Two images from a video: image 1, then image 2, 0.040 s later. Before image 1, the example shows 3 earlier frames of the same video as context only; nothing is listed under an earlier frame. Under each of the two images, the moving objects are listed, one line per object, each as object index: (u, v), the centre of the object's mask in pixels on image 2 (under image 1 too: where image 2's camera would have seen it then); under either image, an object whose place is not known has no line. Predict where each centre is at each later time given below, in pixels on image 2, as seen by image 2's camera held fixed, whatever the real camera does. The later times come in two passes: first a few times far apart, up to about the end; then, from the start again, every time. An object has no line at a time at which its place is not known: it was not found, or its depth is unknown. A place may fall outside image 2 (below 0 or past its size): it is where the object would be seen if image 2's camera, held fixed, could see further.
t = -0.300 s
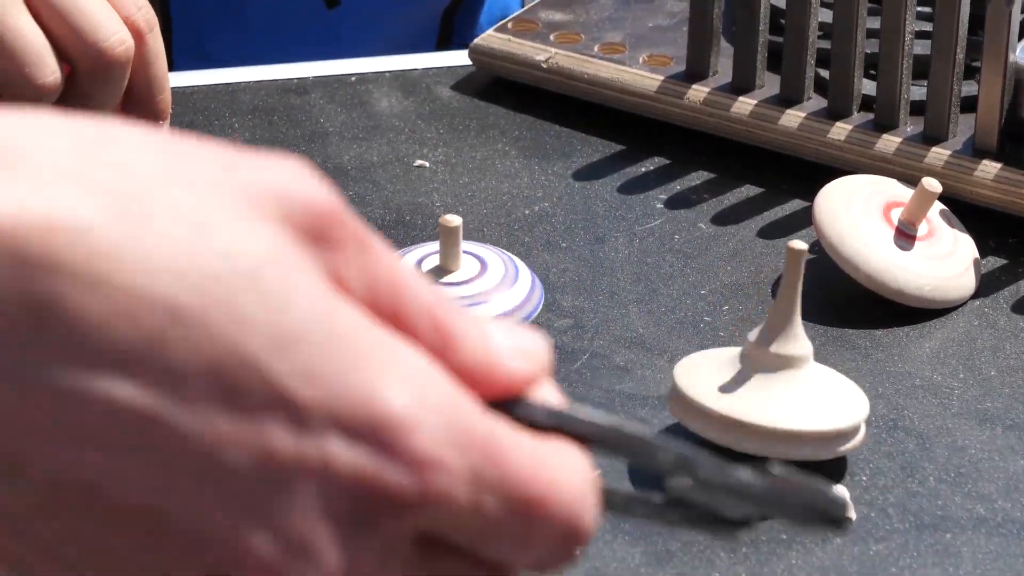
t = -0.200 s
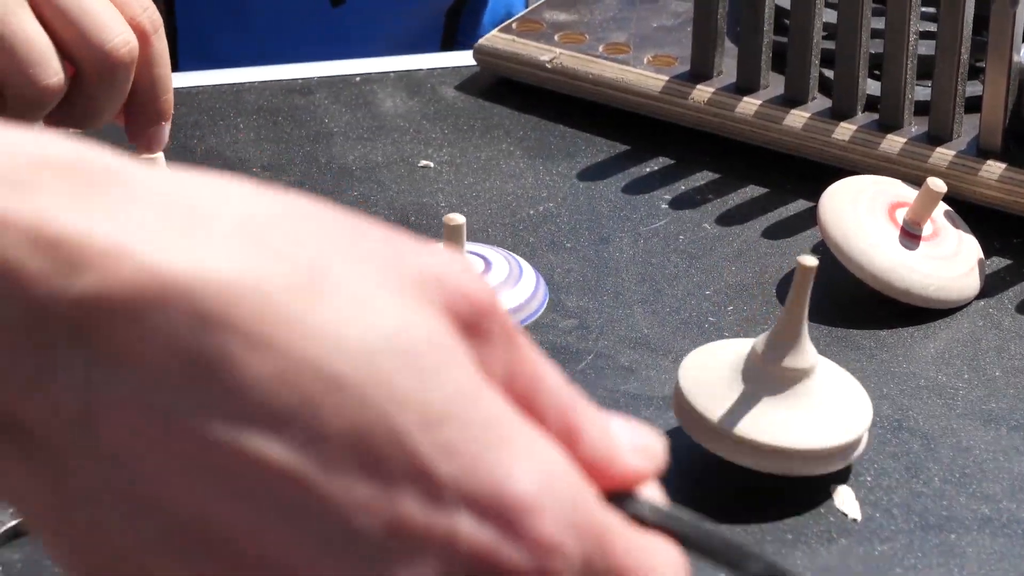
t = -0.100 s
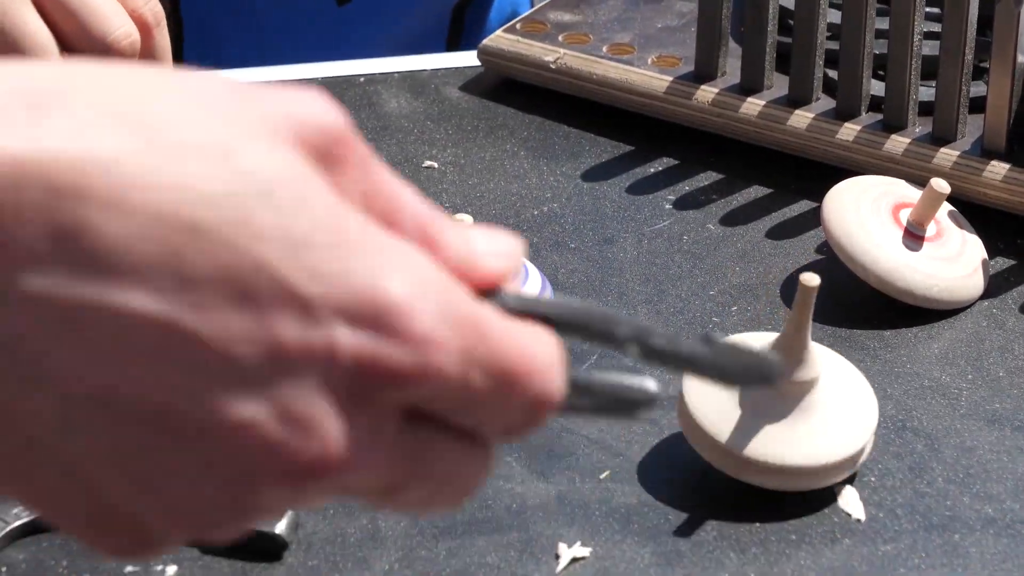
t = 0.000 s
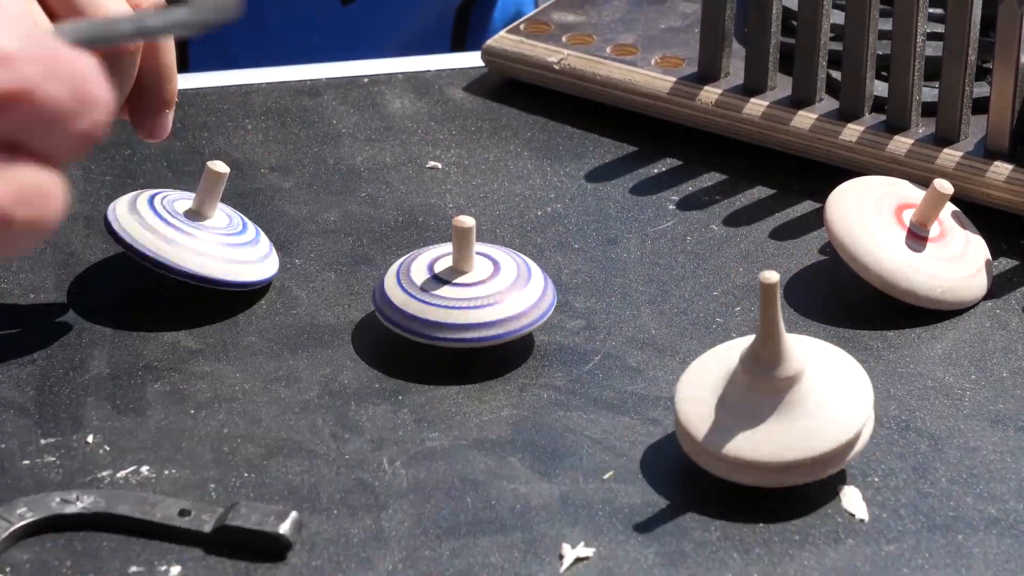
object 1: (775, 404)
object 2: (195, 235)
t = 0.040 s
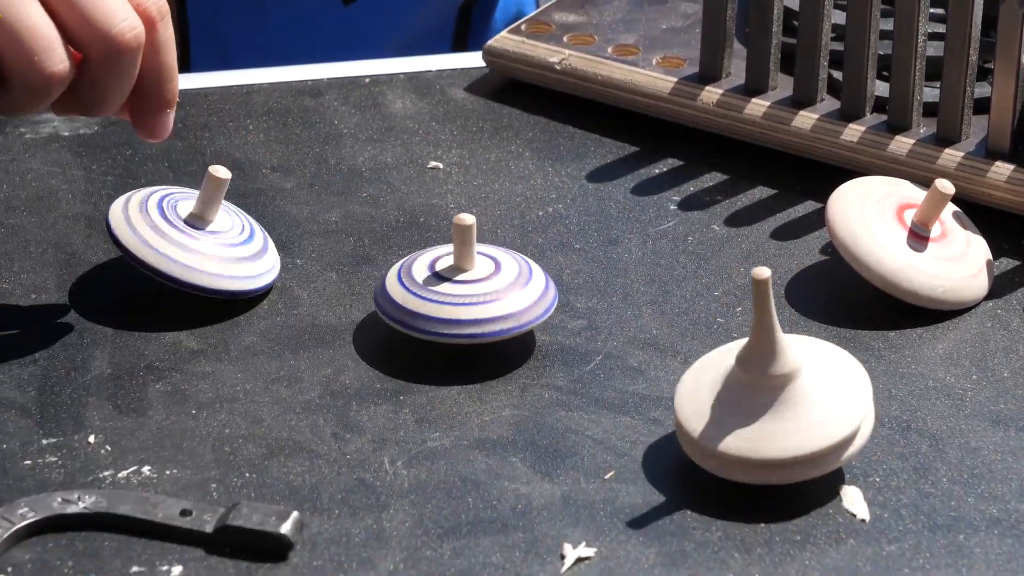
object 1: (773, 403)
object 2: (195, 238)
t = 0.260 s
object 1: (778, 388)
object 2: (177, 248)
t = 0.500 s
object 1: (786, 402)
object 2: (172, 231)
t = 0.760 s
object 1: (776, 397)
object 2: (199, 239)
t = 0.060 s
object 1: (772, 403)
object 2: (196, 242)
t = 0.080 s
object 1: (770, 401)
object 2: (194, 245)
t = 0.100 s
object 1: (769, 398)
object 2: (192, 245)
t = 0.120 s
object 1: (769, 396)
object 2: (189, 246)
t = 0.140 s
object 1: (770, 394)
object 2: (188, 246)
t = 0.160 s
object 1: (770, 392)
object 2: (187, 247)
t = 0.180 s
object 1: (773, 390)
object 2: (185, 248)
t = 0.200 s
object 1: (775, 389)
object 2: (182, 248)
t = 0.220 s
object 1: (776, 389)
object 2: (181, 247)
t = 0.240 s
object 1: (777, 388)
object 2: (180, 248)
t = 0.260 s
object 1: (778, 388)
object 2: (177, 248)
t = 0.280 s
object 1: (780, 388)
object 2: (176, 247)
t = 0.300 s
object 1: (781, 388)
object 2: (175, 245)
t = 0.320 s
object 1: (782, 387)
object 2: (174, 245)
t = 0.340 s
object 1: (785, 388)
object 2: (172, 244)
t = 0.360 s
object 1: (787, 390)
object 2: (171, 243)
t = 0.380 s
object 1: (788, 392)
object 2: (171, 241)
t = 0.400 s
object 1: (788, 394)
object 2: (171, 240)
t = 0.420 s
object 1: (789, 397)
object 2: (169, 239)
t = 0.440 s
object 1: (788, 399)
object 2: (169, 237)
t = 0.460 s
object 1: (786, 400)
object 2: (169, 235)
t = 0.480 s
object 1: (786, 401)
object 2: (171, 233)
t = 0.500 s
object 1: (786, 402)
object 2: (172, 231)
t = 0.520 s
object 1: (785, 404)
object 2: (172, 229)
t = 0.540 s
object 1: (783, 405)
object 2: (174, 229)
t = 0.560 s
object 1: (783, 406)
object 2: (177, 228)
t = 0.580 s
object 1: (782, 406)
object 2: (180, 228)
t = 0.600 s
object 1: (780, 406)
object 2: (182, 228)
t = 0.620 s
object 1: (778, 405)
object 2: (184, 228)
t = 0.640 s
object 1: (779, 404)
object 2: (187, 227)
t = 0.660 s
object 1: (778, 403)
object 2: (192, 228)
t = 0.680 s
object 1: (777, 402)
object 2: (196, 230)
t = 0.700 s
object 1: (777, 401)
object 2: (197, 232)
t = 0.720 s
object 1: (777, 400)
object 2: (198, 233)
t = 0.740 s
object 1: (777, 399)
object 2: (199, 235)
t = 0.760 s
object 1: (776, 397)
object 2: (199, 239)
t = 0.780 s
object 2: (198, 242)
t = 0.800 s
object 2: (197, 243)
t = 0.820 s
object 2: (196, 244)
